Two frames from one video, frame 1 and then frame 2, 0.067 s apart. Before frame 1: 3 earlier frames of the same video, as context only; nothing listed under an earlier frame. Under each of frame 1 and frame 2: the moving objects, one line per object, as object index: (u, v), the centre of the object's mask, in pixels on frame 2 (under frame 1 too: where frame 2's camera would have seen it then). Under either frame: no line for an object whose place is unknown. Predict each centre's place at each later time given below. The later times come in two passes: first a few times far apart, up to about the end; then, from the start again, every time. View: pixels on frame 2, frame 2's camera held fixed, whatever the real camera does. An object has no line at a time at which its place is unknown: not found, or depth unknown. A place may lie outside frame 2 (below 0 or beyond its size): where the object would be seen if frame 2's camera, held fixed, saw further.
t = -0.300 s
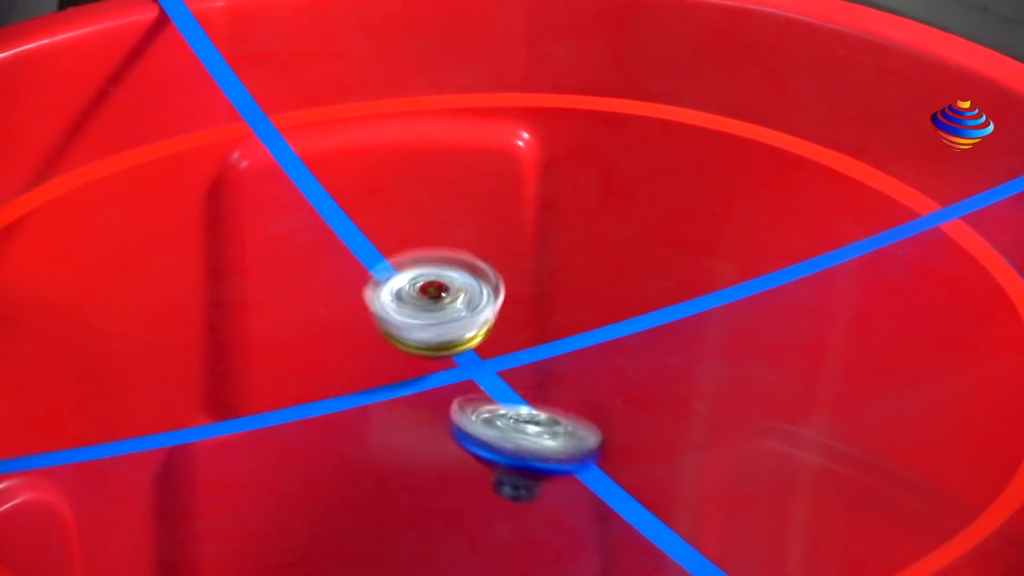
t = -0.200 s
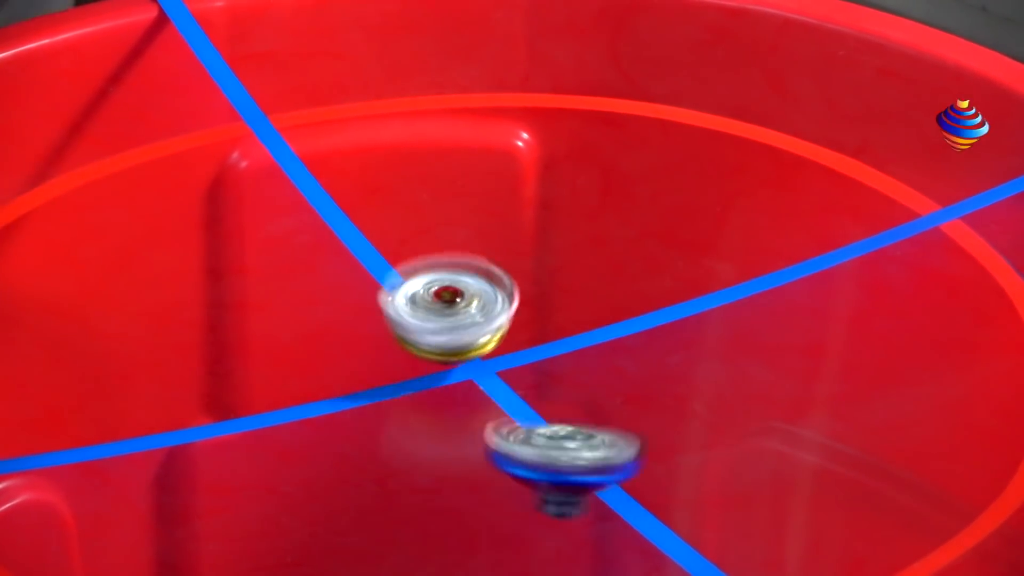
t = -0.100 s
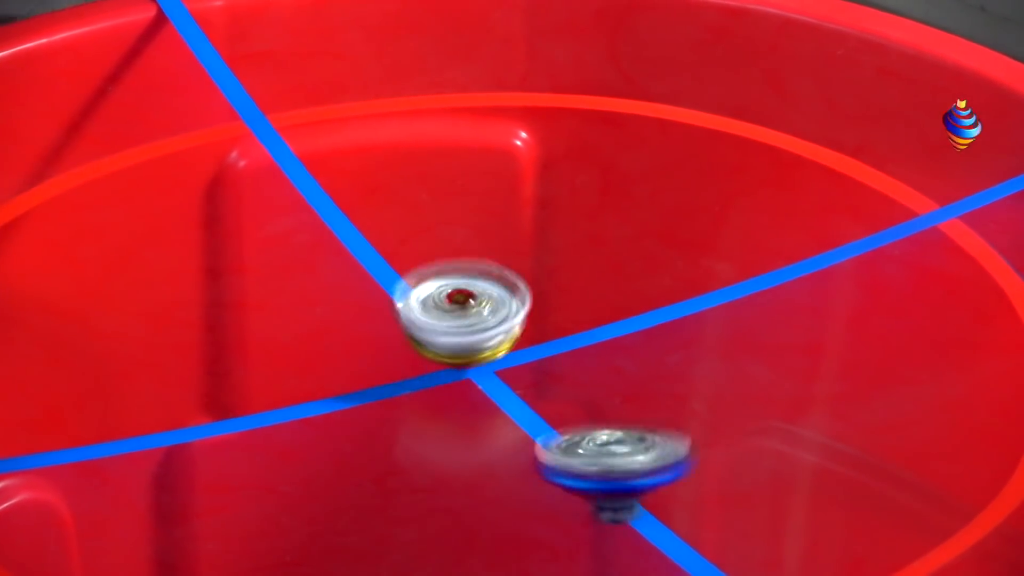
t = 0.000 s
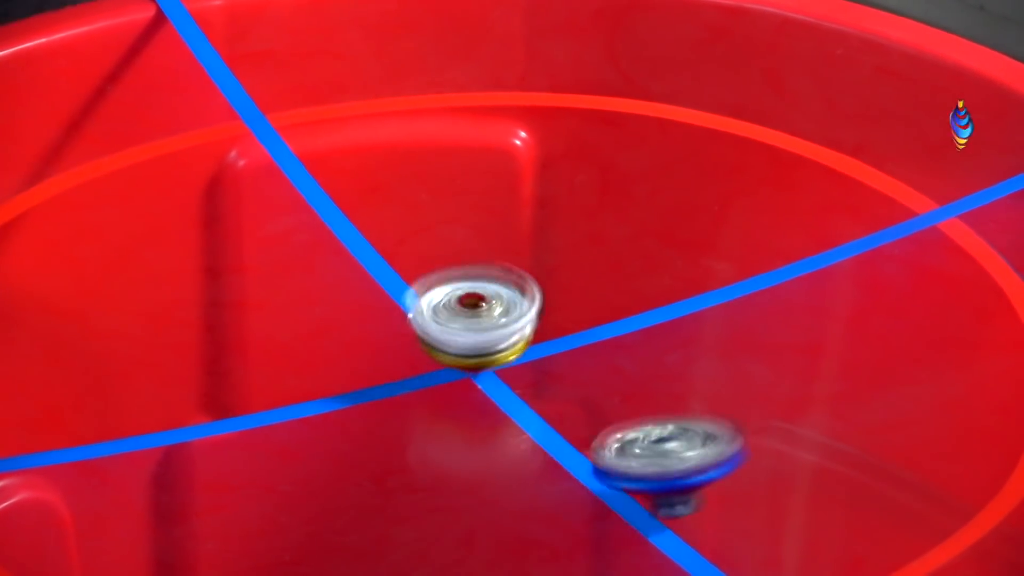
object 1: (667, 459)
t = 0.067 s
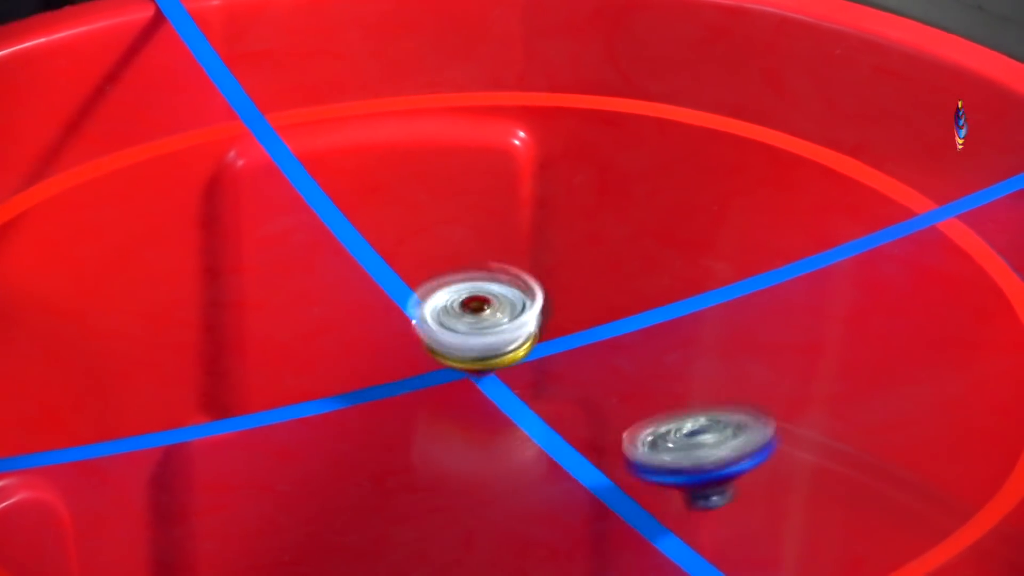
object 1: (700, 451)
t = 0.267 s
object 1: (764, 405)
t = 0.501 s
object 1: (745, 343)
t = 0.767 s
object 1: (626, 297)
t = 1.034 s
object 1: (498, 280)
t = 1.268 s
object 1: (388, 307)
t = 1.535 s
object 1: (322, 346)
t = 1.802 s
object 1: (306, 362)
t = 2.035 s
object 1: (322, 362)
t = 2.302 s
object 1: (361, 347)
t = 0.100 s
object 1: (714, 445)
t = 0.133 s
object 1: (728, 439)
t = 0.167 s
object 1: (741, 430)
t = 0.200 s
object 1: (751, 423)
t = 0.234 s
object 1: (759, 414)
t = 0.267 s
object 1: (764, 405)
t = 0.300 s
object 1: (768, 395)
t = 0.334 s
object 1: (770, 386)
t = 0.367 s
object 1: (770, 377)
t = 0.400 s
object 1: (766, 368)
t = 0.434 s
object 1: (760, 358)
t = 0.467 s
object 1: (754, 350)
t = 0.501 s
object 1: (745, 343)
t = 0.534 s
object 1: (735, 334)
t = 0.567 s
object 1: (720, 326)
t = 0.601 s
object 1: (710, 319)
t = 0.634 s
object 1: (691, 313)
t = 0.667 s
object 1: (679, 308)
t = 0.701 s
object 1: (658, 303)
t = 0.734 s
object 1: (645, 300)
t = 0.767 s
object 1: (626, 297)
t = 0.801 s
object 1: (614, 292)
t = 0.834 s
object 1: (599, 286)
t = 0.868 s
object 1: (587, 283)
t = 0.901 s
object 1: (566, 279)
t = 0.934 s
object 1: (551, 280)
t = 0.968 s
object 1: (532, 278)
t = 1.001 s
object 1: (514, 280)
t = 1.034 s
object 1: (498, 280)
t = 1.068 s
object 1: (481, 283)
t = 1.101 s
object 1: (465, 284)
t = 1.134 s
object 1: (447, 287)
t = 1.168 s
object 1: (433, 292)
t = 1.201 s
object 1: (416, 296)
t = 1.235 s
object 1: (404, 302)
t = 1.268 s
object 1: (388, 307)
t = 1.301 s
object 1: (377, 313)
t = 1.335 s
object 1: (366, 319)
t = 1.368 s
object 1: (354, 325)
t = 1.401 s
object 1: (347, 331)
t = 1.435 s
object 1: (340, 334)
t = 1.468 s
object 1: (336, 339)
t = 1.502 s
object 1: (327, 343)
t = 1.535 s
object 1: (322, 346)
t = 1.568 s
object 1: (319, 349)
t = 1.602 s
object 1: (313, 350)
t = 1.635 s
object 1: (309, 354)
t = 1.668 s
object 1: (308, 356)
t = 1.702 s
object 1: (306, 358)
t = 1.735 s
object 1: (305, 359)
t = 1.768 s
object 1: (306, 361)
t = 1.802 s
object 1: (306, 362)
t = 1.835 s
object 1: (308, 362)
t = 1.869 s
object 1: (308, 363)
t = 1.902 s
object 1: (311, 362)
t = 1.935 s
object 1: (315, 363)
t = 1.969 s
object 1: (315, 362)
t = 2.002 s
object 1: (319, 362)
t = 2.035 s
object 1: (322, 362)
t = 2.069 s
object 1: (327, 360)
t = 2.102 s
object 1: (333, 359)
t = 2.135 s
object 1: (336, 358)
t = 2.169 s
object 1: (343, 356)
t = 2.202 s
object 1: (351, 354)
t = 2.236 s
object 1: (354, 352)
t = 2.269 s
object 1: (357, 350)
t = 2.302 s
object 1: (361, 347)
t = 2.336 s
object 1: (361, 343)
